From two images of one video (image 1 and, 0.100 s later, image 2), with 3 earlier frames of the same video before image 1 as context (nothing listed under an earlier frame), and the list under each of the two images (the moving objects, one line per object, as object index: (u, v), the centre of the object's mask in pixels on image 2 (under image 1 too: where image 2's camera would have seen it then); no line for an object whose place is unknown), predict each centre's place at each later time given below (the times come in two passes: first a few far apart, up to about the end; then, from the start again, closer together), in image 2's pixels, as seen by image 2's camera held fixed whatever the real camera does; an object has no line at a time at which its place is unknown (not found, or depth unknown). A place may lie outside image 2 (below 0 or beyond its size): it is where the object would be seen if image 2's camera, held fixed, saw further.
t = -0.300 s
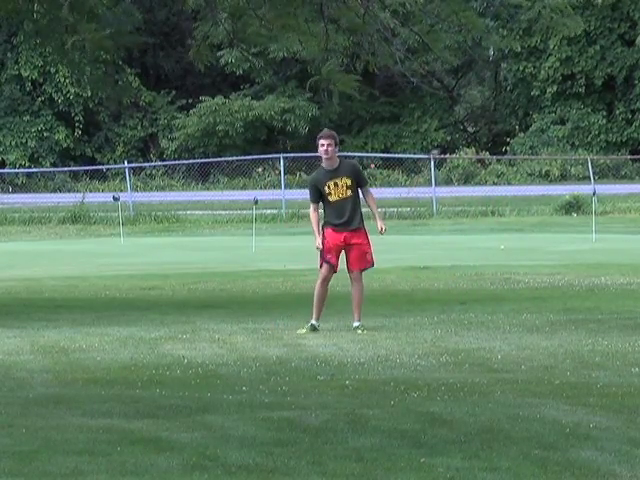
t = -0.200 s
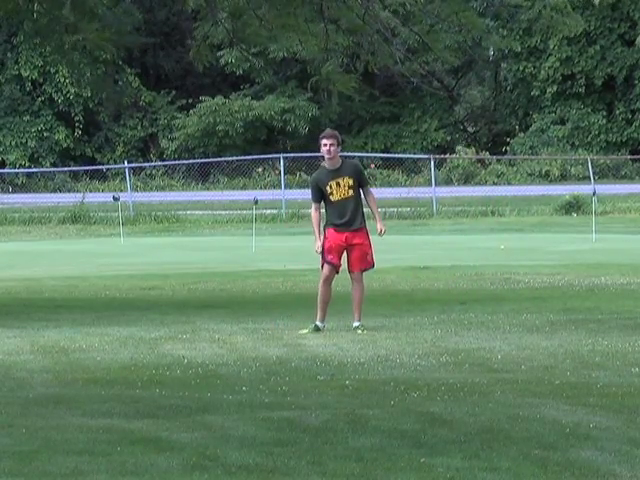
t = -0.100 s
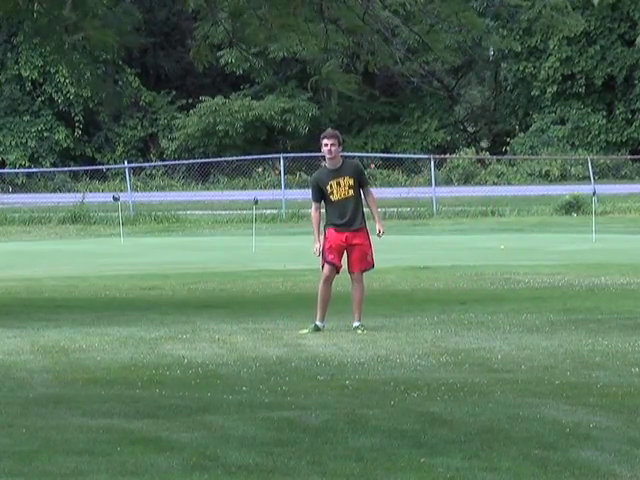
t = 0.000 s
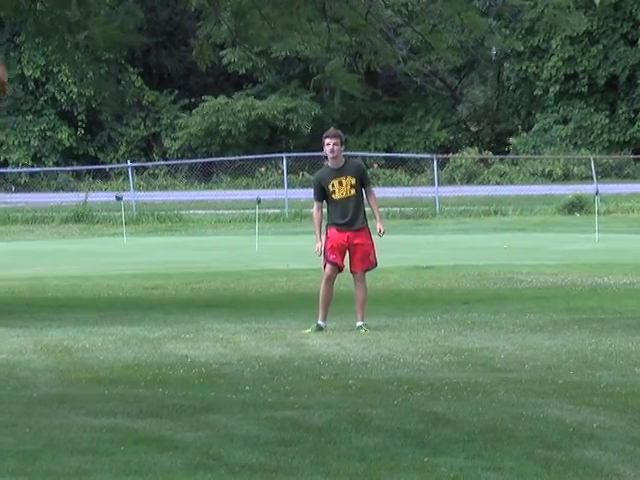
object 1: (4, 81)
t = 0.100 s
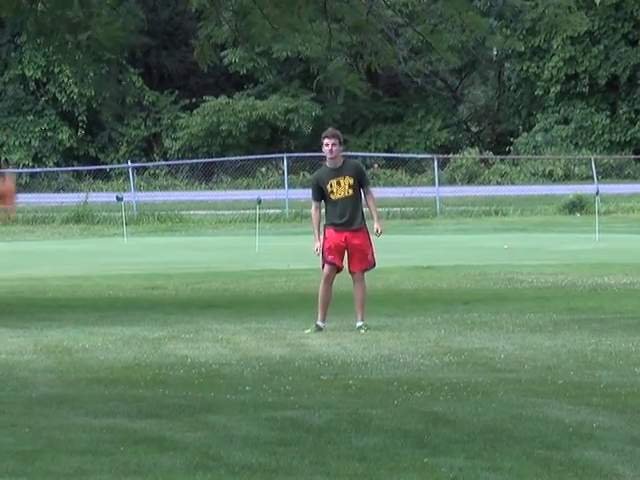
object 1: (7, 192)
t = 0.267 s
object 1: (16, 411)
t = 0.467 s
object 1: (18, 256)
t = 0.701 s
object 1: (20, 143)
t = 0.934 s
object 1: (25, 118)
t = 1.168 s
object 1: (32, 181)
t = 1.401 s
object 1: (42, 335)
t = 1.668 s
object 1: (63, 327)
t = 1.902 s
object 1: (84, 284)
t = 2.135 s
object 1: (108, 326)
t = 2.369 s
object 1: (135, 390)
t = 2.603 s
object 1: (161, 349)
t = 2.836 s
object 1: (188, 392)
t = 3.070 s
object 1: (212, 384)
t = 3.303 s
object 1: (234, 401)
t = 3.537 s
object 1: (248, 401)
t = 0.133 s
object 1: (9, 232)
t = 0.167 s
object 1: (11, 284)
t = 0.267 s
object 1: (16, 411)
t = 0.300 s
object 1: (16, 390)
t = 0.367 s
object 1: (16, 331)
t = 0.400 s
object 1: (16, 305)
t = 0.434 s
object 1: (17, 279)
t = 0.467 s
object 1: (18, 256)
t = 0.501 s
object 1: (18, 235)
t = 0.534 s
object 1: (18, 218)
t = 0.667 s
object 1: (20, 154)
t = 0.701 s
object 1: (20, 143)
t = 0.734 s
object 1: (21, 134)
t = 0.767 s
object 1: (21, 127)
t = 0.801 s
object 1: (22, 121)
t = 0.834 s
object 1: (23, 117)
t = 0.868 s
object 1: (23, 116)
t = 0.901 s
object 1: (24, 116)
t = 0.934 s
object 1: (25, 118)
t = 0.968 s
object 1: (26, 122)
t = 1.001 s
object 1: (26, 128)
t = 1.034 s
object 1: (28, 135)
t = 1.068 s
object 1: (29, 144)
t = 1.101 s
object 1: (30, 155)
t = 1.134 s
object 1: (32, 168)
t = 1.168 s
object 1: (32, 181)
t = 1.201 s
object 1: (33, 198)
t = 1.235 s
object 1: (34, 217)
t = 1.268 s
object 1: (36, 237)
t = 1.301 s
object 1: (37, 258)
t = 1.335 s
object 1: (39, 283)
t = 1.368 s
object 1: (40, 308)
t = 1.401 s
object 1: (42, 335)
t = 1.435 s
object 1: (43, 364)
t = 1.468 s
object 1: (44, 394)
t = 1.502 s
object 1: (47, 407)
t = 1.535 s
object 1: (50, 390)
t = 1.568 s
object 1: (54, 372)
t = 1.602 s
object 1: (57, 355)
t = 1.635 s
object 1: (60, 340)
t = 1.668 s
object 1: (63, 327)
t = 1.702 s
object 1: (66, 316)
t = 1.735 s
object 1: (69, 307)
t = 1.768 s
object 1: (72, 299)
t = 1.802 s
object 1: (75, 292)
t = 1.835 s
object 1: (78, 288)
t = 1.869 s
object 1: (81, 285)
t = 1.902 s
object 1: (84, 284)
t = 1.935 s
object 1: (87, 285)
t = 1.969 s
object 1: (91, 287)
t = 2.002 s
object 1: (95, 291)
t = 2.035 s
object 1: (97, 297)
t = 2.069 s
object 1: (101, 305)
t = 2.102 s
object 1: (105, 315)
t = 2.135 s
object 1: (108, 326)
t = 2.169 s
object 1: (112, 339)
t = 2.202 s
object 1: (116, 354)
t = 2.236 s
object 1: (120, 370)
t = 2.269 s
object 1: (124, 389)
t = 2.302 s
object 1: (127, 407)
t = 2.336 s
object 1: (131, 403)
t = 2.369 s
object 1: (135, 390)
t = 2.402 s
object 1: (138, 379)
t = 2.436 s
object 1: (142, 370)
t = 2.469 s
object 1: (146, 362)
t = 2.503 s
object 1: (149, 356)
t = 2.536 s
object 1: (153, 352)
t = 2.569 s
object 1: (157, 350)
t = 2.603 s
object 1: (161, 349)
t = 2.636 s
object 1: (164, 350)
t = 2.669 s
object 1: (168, 353)
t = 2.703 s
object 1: (172, 357)
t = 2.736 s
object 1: (176, 363)
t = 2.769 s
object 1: (179, 371)
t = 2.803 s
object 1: (184, 381)
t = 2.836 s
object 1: (188, 392)
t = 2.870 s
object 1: (192, 403)
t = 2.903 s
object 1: (196, 404)
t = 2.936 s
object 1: (199, 398)
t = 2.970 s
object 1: (203, 392)
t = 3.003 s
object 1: (206, 387)
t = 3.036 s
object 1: (209, 385)
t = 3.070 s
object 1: (212, 384)
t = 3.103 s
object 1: (215, 385)
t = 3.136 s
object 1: (218, 387)
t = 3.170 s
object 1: (222, 391)
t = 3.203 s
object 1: (225, 397)
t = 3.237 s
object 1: (229, 403)
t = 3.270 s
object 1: (232, 404)
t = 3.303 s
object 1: (234, 401)
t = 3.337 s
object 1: (236, 400)
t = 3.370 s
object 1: (238, 399)
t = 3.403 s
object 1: (240, 400)
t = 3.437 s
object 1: (242, 401)
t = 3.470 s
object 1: (244, 403)
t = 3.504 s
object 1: (246, 403)
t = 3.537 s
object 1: (248, 401)
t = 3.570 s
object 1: (250, 402)
